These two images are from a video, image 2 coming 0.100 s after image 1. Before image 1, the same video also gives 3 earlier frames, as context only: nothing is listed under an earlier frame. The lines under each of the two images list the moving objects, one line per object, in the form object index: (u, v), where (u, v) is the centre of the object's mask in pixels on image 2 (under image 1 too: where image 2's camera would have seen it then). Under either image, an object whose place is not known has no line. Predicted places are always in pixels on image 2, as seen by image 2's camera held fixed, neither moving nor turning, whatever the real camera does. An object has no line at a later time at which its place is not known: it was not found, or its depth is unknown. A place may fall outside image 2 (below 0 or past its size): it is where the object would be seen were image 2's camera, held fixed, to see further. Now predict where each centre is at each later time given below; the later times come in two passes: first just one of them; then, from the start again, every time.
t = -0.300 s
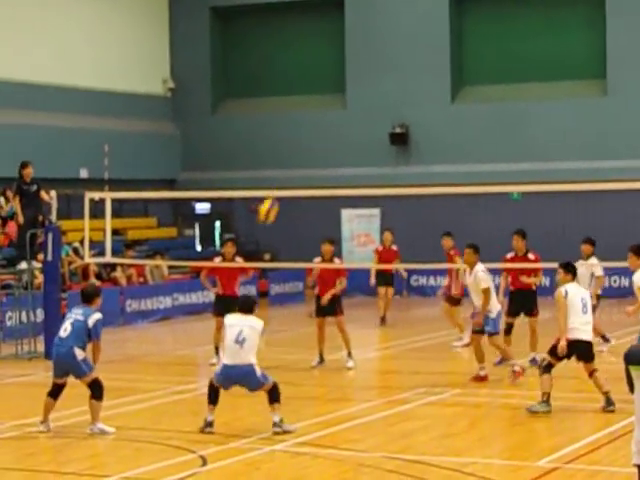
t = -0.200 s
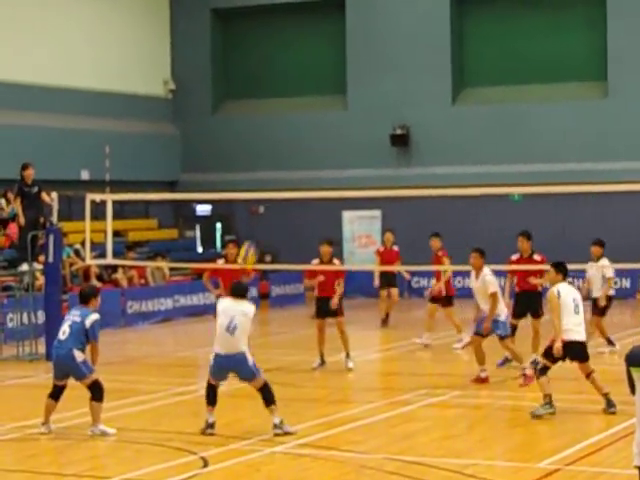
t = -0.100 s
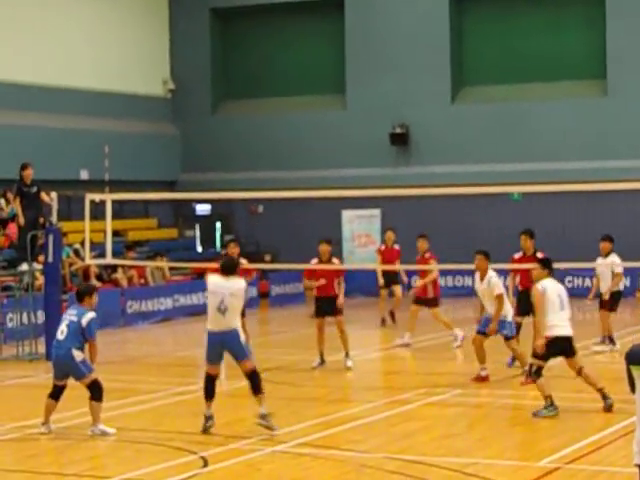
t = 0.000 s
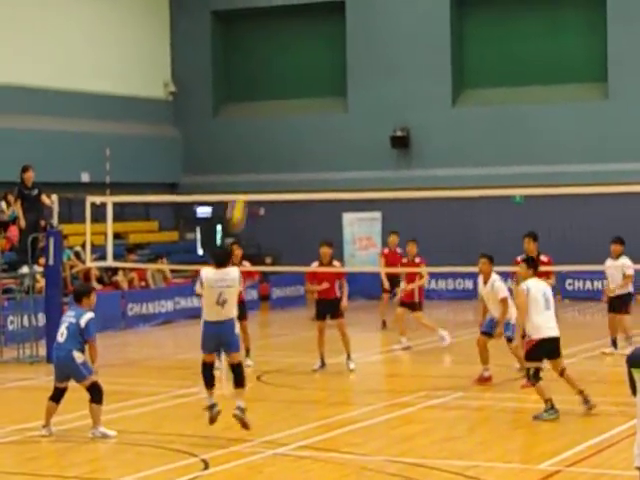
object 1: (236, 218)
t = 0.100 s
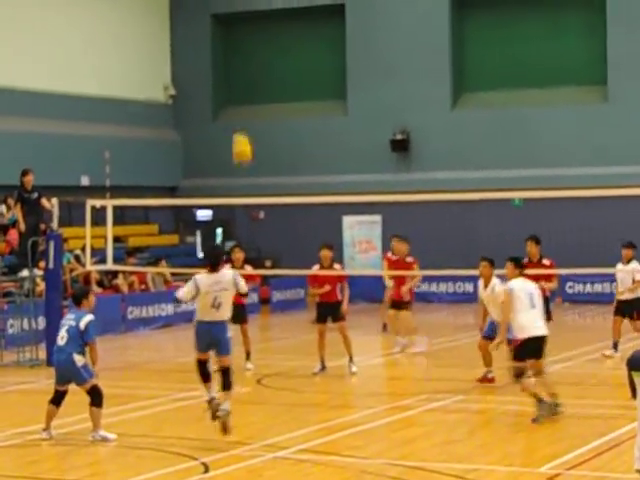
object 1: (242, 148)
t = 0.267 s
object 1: (250, 66)
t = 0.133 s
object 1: (243, 130)
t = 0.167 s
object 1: (245, 112)
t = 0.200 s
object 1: (246, 95)
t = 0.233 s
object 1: (248, 81)
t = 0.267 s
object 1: (250, 66)
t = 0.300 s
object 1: (252, 54)
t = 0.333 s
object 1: (254, 42)
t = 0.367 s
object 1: (255, 32)
